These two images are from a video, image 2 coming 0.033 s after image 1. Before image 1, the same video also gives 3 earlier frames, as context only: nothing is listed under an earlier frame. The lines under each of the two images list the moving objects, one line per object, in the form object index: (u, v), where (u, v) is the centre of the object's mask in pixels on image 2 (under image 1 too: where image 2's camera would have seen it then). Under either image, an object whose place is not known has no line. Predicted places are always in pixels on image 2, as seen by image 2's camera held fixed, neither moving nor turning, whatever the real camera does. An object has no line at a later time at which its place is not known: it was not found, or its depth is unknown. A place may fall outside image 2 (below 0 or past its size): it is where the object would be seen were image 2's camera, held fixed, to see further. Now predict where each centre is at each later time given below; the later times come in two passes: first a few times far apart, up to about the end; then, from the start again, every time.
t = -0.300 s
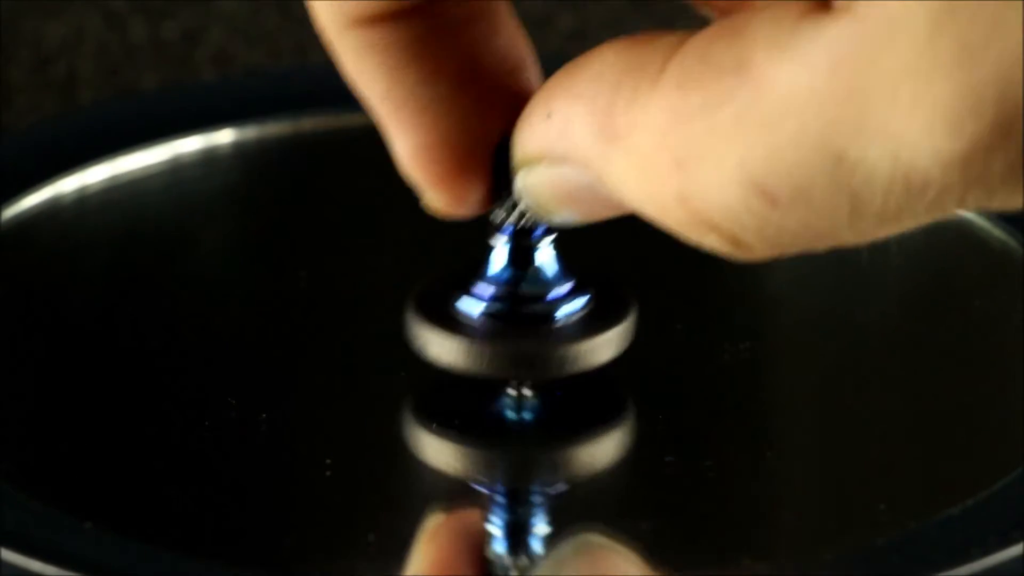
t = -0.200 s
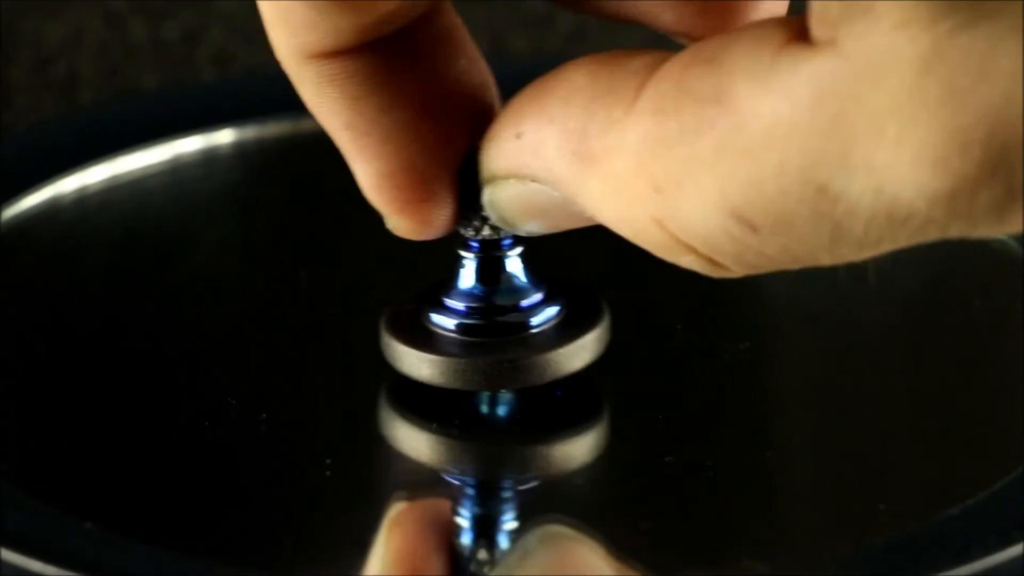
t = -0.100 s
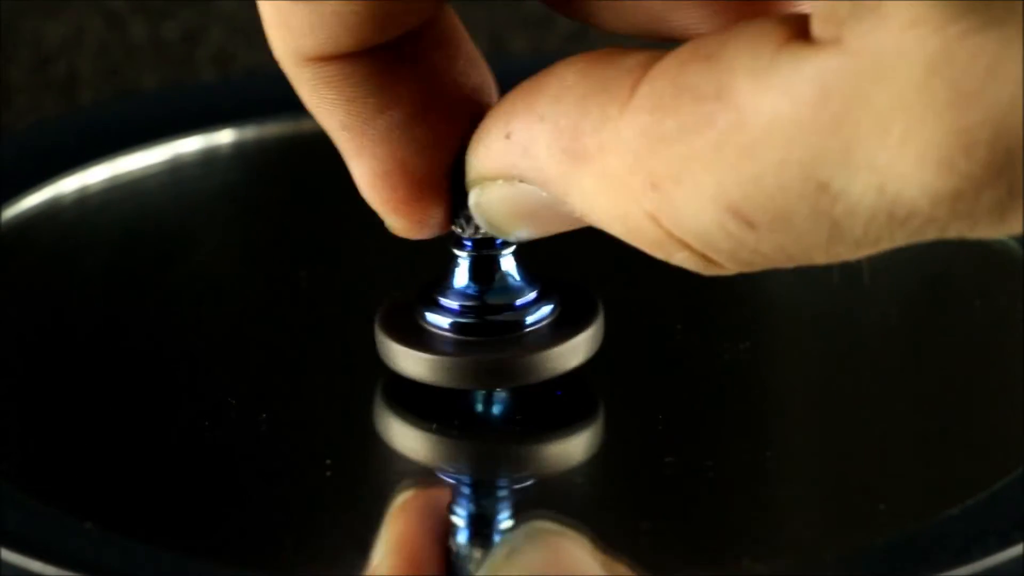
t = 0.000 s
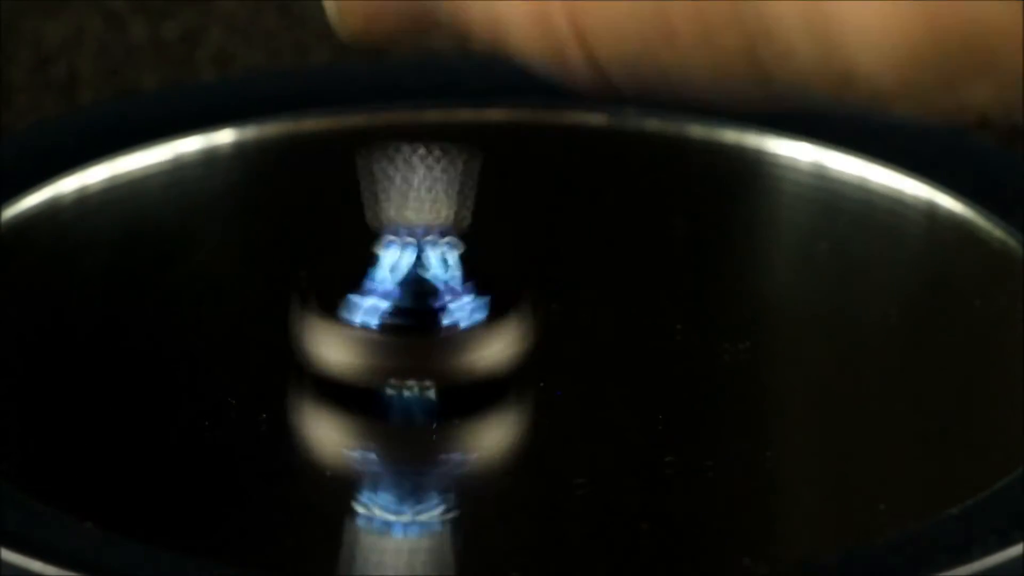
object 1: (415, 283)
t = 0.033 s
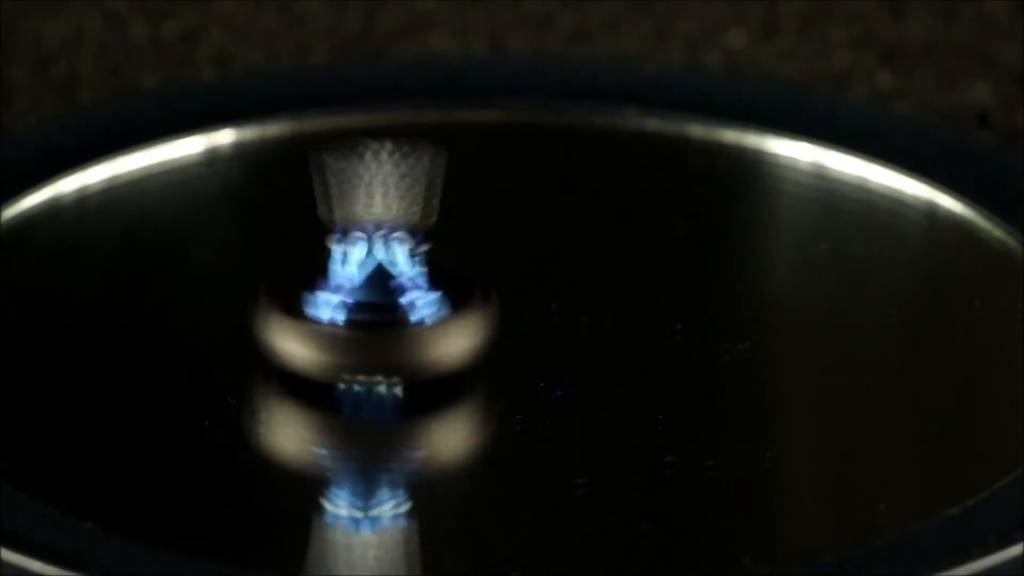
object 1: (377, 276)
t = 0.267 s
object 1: (236, 258)
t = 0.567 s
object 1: (388, 265)
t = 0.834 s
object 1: (597, 302)
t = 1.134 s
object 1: (693, 321)
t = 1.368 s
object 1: (732, 310)
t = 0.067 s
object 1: (338, 275)
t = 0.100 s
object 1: (308, 271)
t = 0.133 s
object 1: (282, 270)
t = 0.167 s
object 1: (263, 268)
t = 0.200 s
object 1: (248, 265)
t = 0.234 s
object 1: (239, 261)
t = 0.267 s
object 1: (236, 258)
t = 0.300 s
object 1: (237, 255)
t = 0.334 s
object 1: (244, 255)
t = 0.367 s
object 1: (254, 253)
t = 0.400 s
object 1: (269, 254)
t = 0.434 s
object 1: (289, 253)
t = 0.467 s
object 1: (311, 256)
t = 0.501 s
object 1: (333, 257)
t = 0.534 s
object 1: (361, 258)
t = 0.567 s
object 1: (388, 265)
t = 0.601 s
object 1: (418, 267)
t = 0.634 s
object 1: (447, 274)
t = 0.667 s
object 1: (475, 278)
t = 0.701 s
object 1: (502, 284)
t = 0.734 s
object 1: (529, 290)
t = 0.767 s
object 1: (553, 293)
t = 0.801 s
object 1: (576, 299)
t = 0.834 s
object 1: (597, 302)
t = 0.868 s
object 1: (616, 308)
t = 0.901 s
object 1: (633, 312)
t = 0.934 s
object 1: (647, 314)
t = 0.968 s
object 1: (658, 317)
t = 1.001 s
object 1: (668, 318)
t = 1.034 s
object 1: (676, 321)
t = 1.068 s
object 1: (683, 321)
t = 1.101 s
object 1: (688, 321)
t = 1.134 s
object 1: (693, 321)
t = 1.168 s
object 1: (696, 319)
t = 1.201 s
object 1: (701, 318)
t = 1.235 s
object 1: (705, 316)
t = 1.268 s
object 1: (711, 314)
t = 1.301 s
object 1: (717, 313)
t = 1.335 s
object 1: (724, 312)
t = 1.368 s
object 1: (732, 310)
